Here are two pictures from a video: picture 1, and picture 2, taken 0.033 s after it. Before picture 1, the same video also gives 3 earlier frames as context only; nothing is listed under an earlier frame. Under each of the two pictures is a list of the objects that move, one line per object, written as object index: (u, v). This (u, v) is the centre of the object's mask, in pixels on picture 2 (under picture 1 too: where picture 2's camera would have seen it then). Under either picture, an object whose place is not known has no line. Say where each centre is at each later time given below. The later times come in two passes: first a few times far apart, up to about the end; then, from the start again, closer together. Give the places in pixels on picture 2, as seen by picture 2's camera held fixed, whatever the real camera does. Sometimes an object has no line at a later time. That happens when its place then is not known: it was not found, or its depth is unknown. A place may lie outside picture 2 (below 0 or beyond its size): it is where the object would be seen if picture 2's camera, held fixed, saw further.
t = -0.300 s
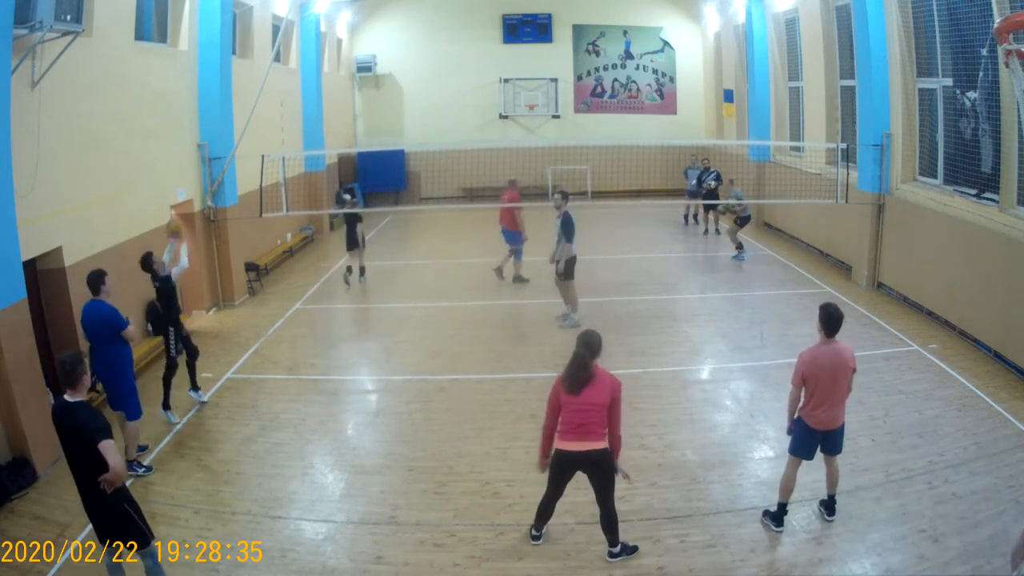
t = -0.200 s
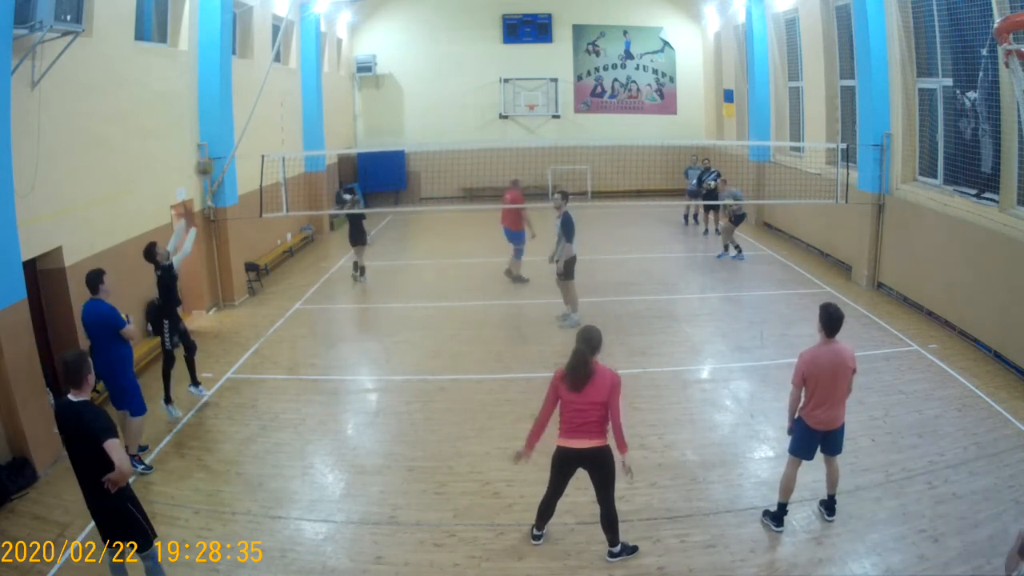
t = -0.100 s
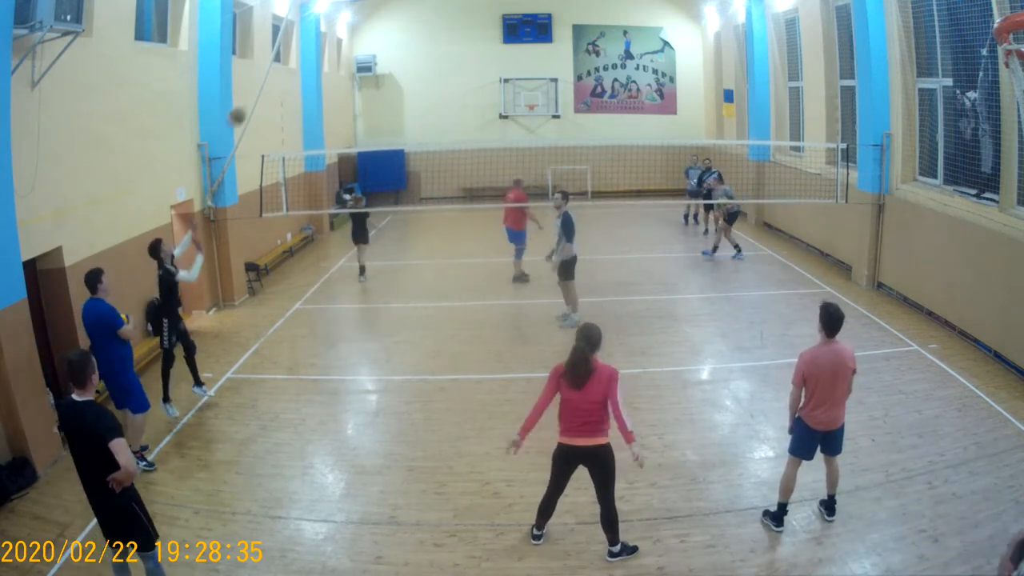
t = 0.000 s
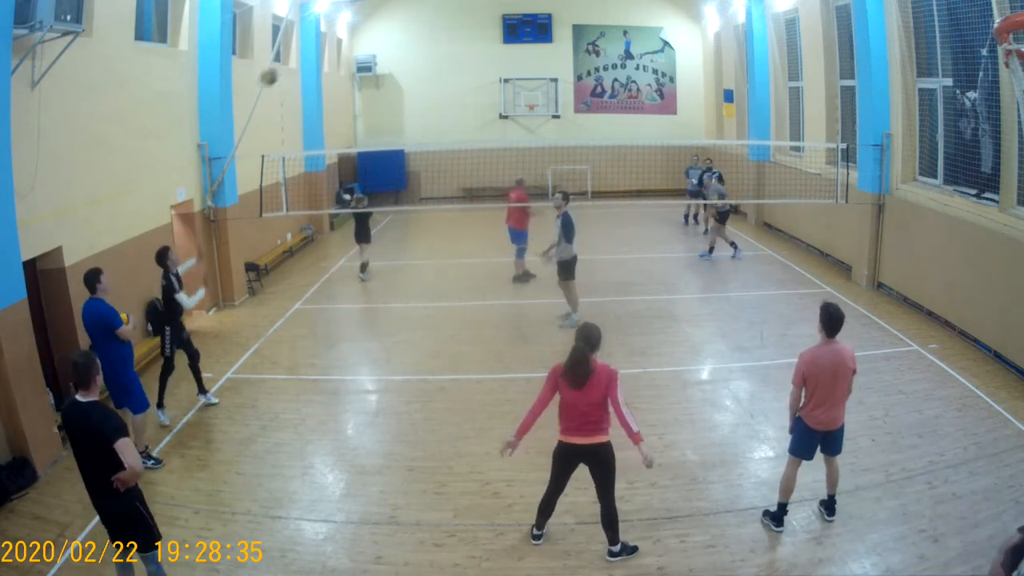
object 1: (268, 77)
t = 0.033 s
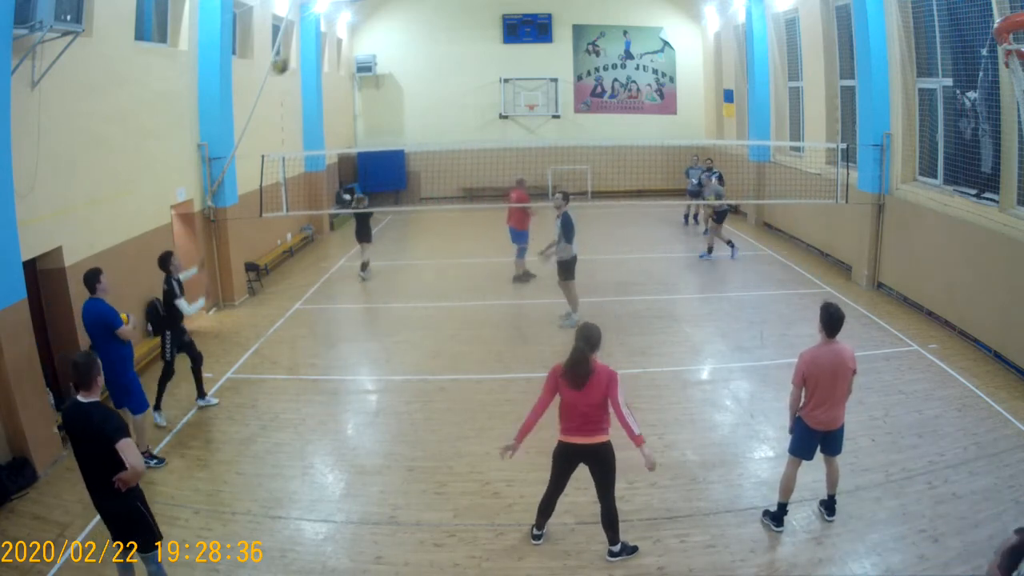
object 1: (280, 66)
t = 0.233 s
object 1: (342, 28)
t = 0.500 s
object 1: (416, 29)
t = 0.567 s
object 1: (435, 39)
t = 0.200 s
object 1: (331, 31)
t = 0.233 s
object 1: (342, 28)
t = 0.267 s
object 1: (352, 26)
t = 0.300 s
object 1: (360, 23)
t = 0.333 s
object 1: (370, 21)
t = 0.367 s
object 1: (380, 20)
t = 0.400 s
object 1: (389, 21)
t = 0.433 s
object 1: (399, 22)
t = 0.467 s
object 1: (408, 25)
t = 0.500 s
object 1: (416, 29)
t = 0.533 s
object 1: (426, 34)
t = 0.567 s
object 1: (435, 39)
